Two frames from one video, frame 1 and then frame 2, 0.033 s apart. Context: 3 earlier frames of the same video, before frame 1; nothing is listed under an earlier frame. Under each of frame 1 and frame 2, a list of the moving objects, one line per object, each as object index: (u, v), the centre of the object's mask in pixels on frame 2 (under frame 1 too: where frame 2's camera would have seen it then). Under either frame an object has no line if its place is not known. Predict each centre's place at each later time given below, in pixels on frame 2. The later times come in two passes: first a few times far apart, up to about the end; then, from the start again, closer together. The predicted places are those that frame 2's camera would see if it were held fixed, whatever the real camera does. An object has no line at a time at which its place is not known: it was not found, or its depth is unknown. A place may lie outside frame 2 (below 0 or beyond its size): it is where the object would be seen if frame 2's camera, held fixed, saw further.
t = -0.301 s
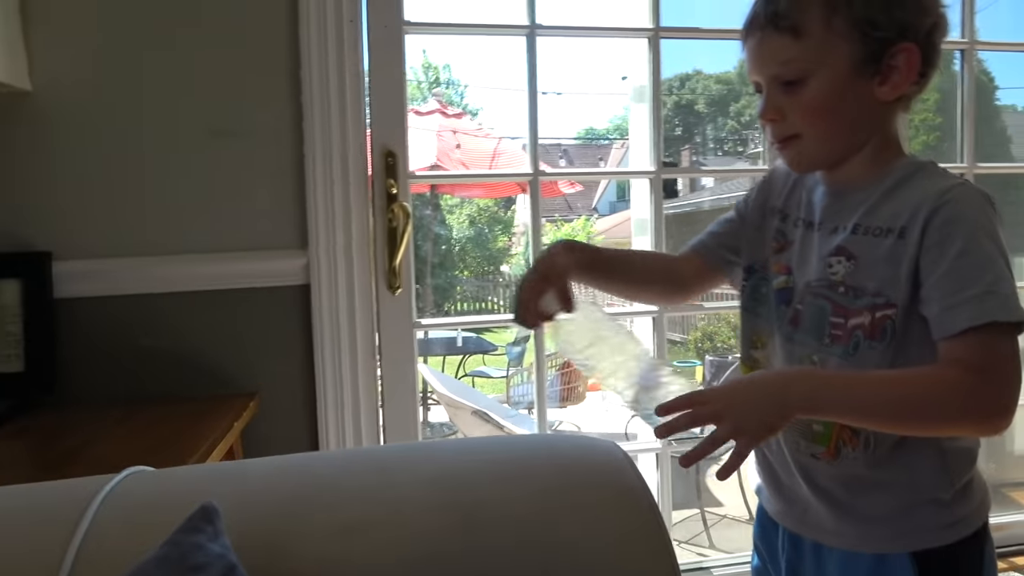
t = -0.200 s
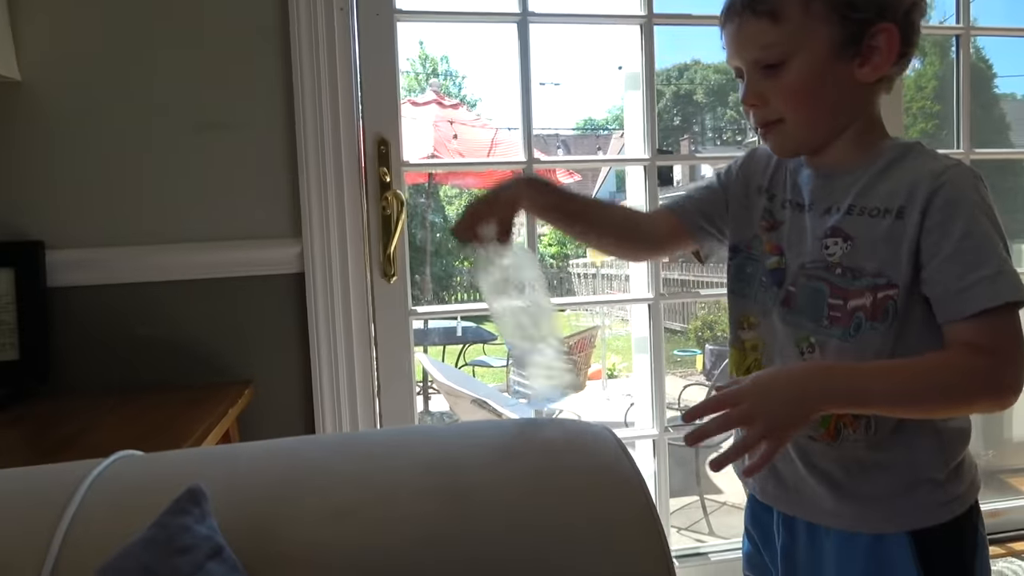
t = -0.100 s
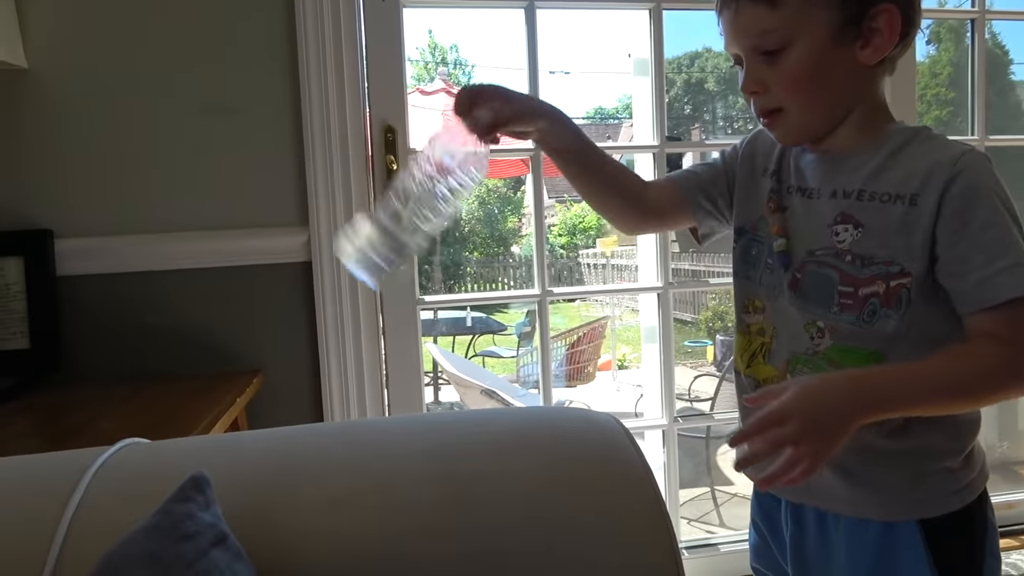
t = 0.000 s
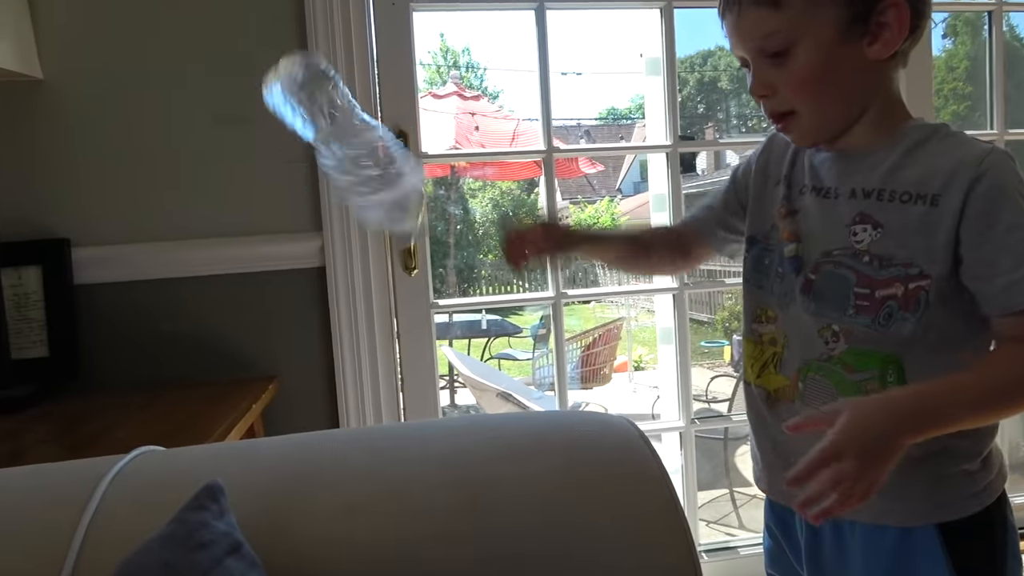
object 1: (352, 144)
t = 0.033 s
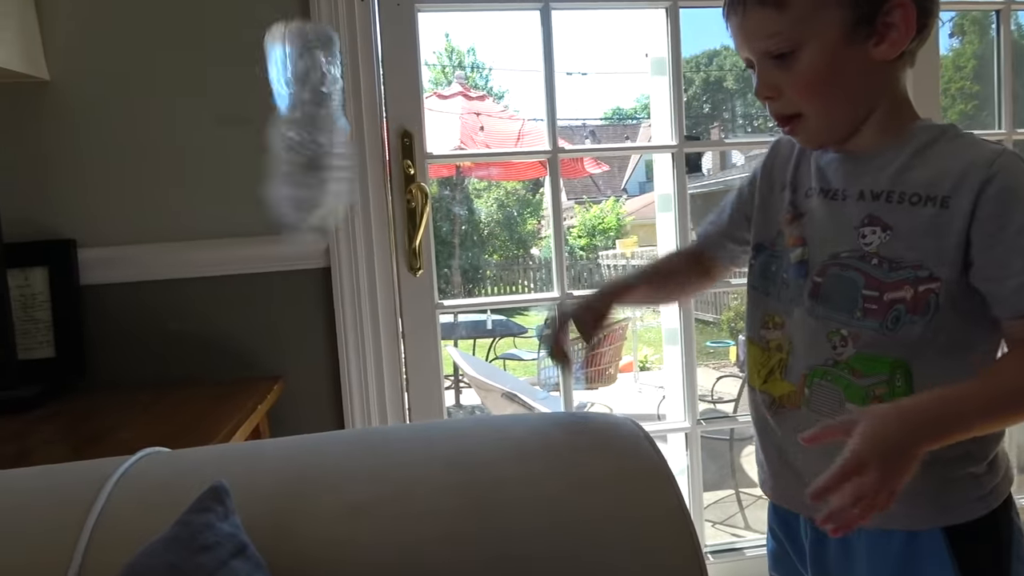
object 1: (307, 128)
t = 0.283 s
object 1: (221, 207)
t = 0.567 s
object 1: (217, 350)
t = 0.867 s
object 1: (220, 348)
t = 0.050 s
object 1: (281, 119)
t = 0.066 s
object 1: (258, 104)
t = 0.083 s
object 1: (239, 88)
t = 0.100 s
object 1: (226, 70)
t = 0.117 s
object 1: (220, 56)
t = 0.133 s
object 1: (217, 47)
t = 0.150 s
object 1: (218, 46)
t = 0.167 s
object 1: (223, 53)
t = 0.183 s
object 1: (223, 63)
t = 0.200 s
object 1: (222, 77)
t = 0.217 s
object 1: (221, 96)
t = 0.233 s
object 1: (221, 118)
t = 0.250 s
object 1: (221, 144)
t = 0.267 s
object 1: (221, 173)
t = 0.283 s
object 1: (221, 207)
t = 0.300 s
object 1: (221, 245)
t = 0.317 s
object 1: (222, 286)
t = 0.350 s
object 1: (222, 362)
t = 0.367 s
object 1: (218, 358)
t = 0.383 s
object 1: (216, 354)
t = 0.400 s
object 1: (217, 351)
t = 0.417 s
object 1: (219, 349)
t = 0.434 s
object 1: (220, 349)
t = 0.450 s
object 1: (220, 349)
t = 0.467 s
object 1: (219, 349)
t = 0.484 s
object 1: (217, 349)
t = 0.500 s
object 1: (216, 350)
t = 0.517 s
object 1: (215, 350)
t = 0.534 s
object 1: (215, 350)
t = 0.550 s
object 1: (216, 350)
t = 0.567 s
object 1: (217, 350)
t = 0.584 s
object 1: (218, 349)
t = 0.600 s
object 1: (219, 350)
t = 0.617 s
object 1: (219, 350)
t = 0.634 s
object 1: (219, 350)
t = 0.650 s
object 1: (219, 350)
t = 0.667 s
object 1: (218, 350)
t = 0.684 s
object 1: (217, 350)
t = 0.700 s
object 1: (217, 350)
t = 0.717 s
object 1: (218, 349)
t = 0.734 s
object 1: (219, 349)
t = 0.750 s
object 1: (220, 349)
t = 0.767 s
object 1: (221, 349)
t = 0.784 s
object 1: (221, 348)
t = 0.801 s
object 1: (222, 348)
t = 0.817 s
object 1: (221, 348)
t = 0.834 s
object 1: (221, 349)
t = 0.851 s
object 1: (221, 348)
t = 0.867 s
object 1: (220, 348)
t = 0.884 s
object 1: (220, 348)
